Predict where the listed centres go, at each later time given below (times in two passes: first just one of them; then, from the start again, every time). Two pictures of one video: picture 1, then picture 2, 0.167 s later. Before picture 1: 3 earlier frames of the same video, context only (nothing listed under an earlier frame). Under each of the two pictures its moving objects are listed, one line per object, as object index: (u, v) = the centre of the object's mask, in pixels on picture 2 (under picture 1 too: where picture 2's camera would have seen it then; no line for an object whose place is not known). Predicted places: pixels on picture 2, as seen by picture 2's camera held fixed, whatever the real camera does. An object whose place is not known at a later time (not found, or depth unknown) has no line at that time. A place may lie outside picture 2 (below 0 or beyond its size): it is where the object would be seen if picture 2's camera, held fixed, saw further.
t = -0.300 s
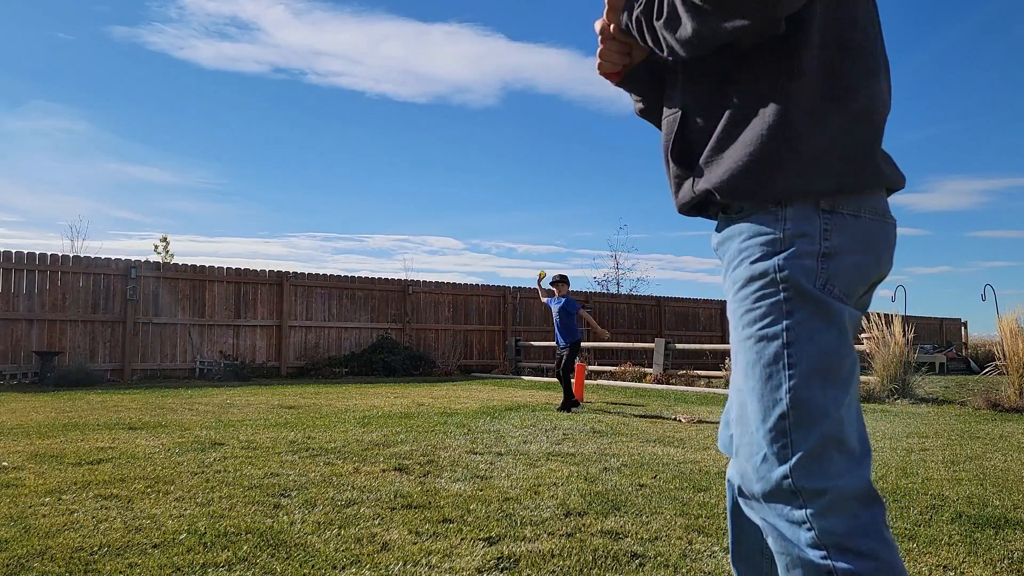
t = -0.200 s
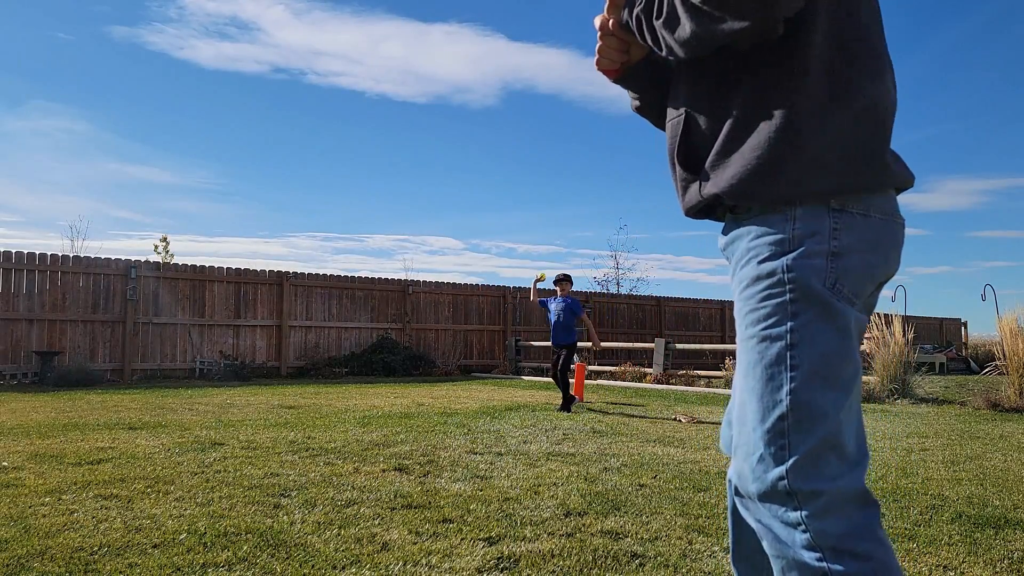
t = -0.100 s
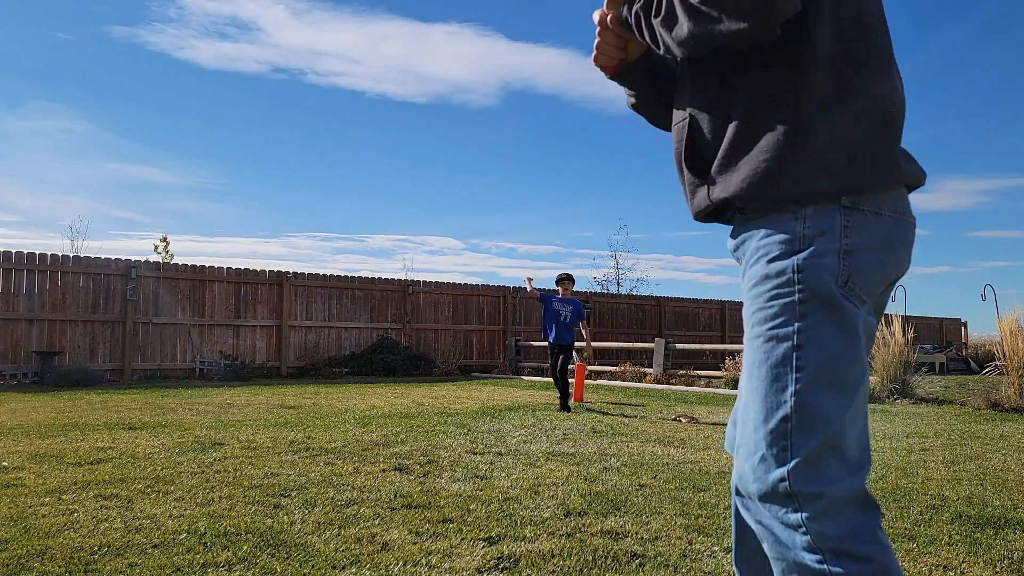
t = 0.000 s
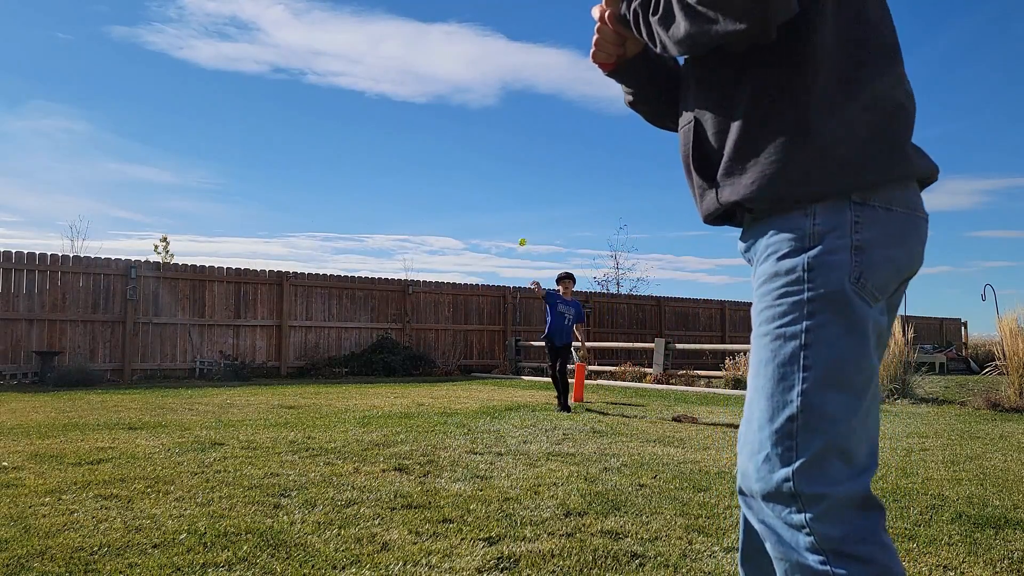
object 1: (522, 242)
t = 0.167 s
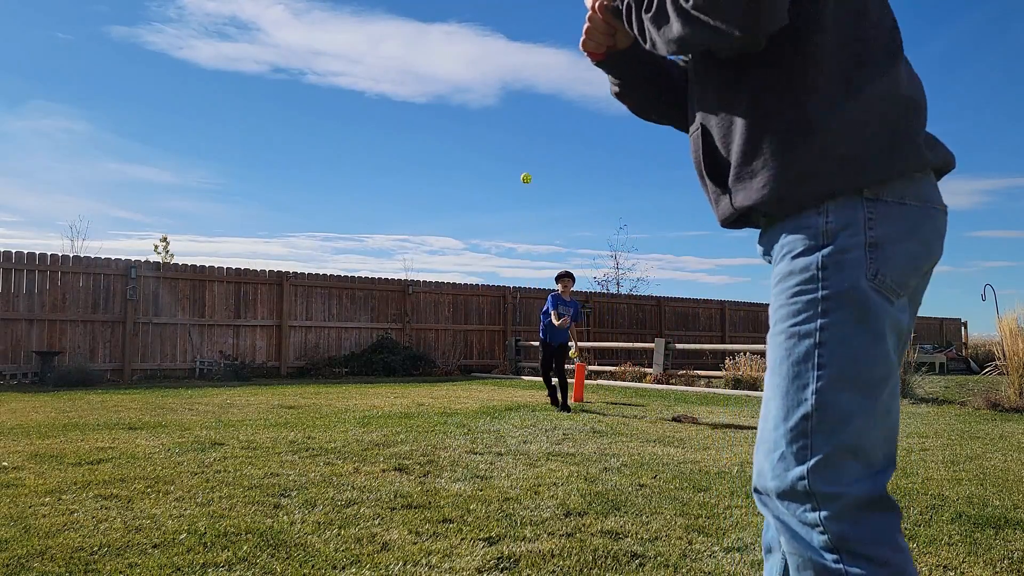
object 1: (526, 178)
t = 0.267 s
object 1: (530, 143)
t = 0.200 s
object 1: (527, 166)
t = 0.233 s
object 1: (528, 154)
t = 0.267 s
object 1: (530, 143)
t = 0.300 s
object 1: (531, 132)
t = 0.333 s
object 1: (532, 122)
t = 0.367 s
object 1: (534, 112)
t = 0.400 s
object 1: (536, 103)
